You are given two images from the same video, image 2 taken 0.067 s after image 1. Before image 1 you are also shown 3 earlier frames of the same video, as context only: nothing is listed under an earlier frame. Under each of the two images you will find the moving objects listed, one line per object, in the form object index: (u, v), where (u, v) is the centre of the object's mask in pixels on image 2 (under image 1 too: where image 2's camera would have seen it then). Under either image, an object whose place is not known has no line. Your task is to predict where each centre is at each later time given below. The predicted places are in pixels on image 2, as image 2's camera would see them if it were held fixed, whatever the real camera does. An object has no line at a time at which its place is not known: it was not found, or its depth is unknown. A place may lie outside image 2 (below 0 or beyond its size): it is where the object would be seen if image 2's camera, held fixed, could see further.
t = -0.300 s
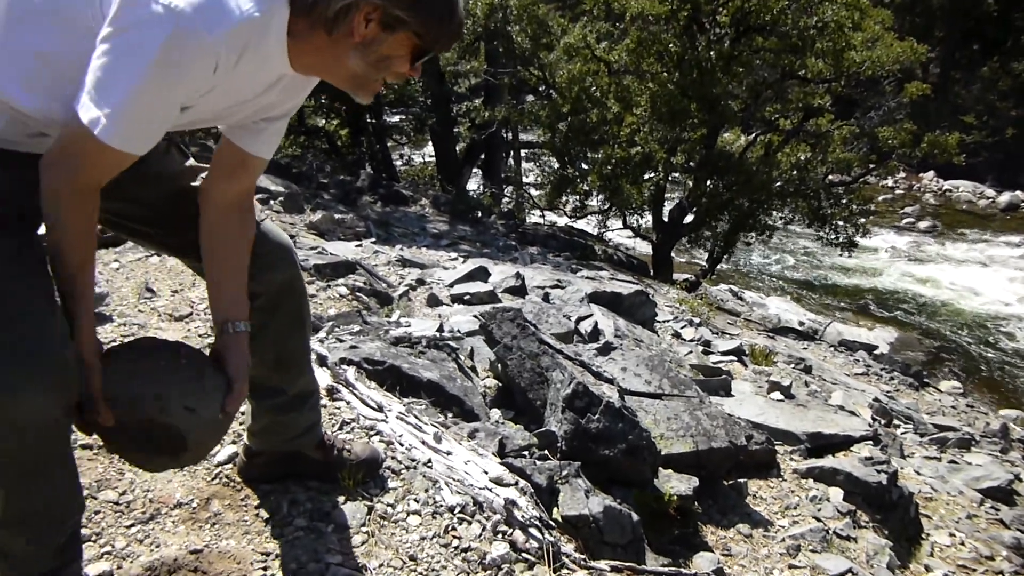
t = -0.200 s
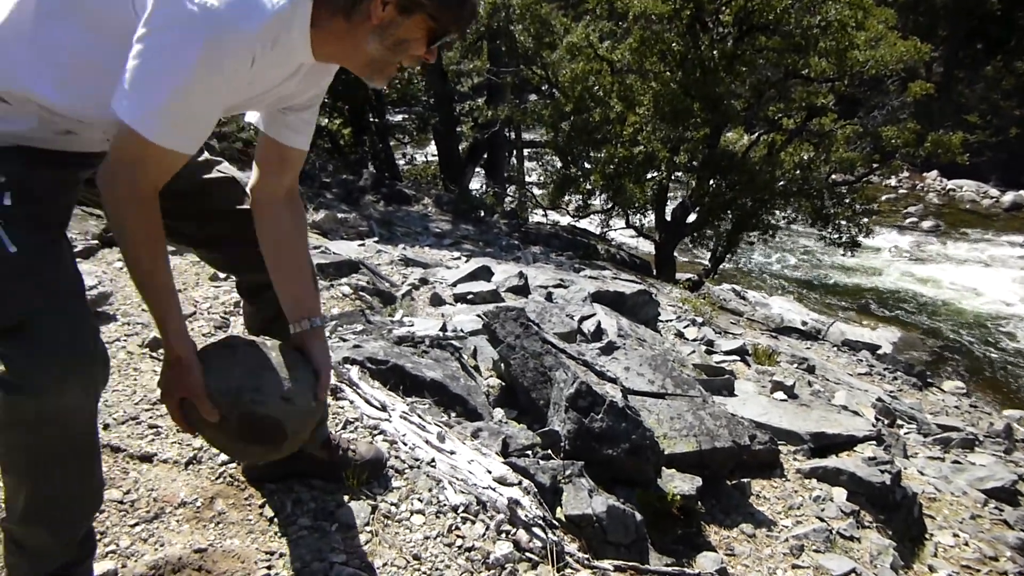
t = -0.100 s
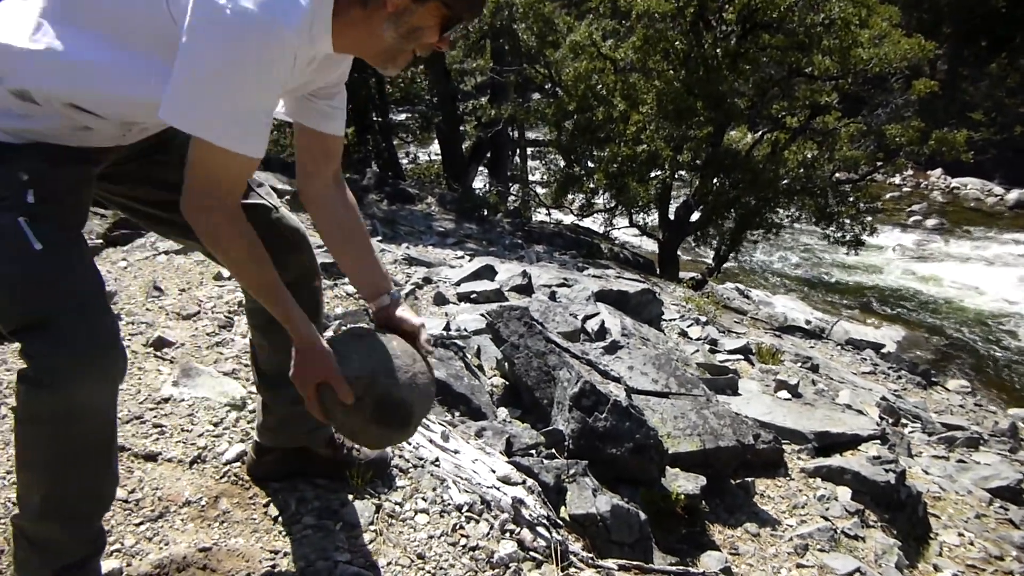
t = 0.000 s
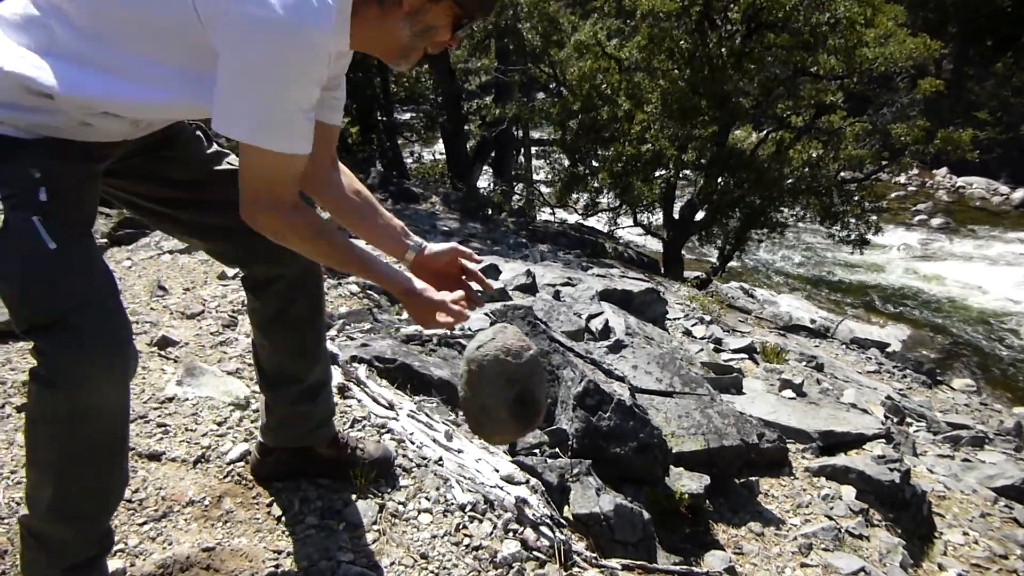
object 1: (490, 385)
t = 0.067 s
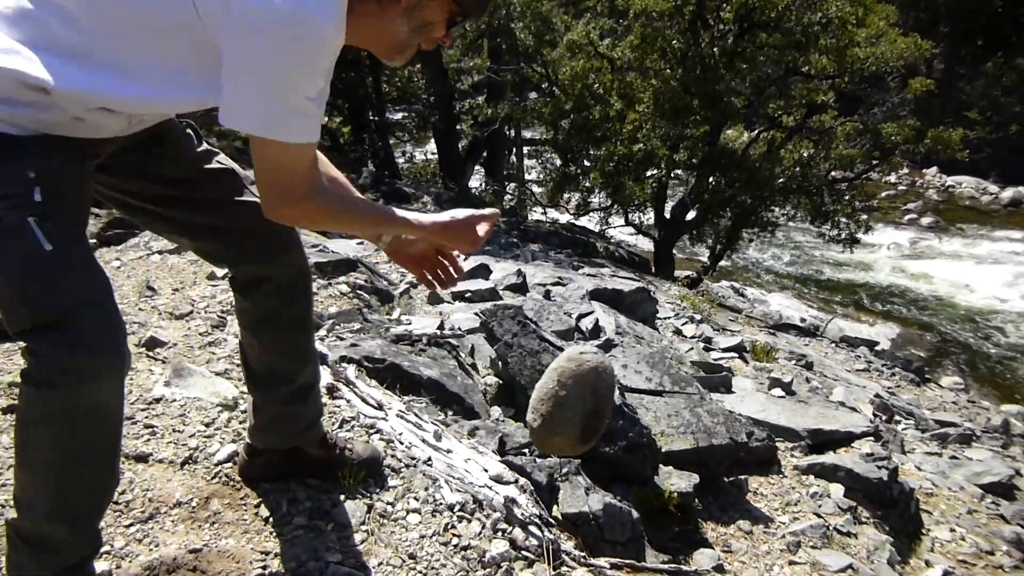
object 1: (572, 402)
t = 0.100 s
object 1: (607, 418)
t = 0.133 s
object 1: (639, 436)
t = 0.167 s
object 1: (669, 456)
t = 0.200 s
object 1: (696, 478)
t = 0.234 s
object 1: (721, 501)
